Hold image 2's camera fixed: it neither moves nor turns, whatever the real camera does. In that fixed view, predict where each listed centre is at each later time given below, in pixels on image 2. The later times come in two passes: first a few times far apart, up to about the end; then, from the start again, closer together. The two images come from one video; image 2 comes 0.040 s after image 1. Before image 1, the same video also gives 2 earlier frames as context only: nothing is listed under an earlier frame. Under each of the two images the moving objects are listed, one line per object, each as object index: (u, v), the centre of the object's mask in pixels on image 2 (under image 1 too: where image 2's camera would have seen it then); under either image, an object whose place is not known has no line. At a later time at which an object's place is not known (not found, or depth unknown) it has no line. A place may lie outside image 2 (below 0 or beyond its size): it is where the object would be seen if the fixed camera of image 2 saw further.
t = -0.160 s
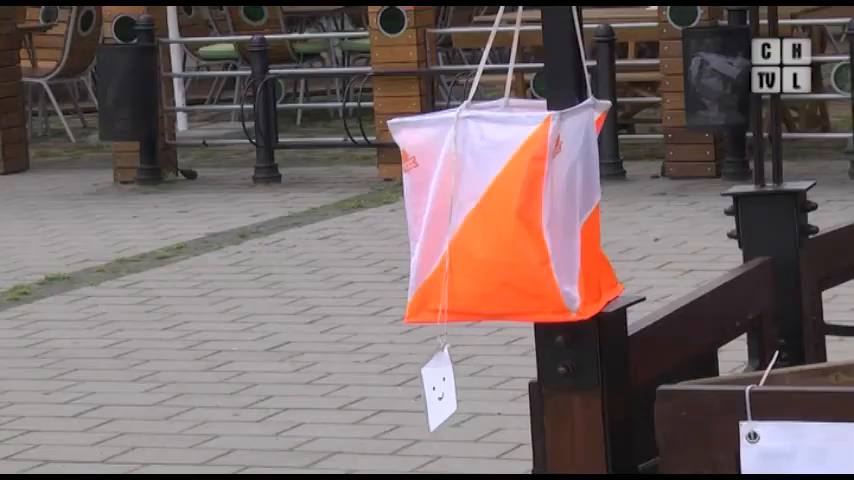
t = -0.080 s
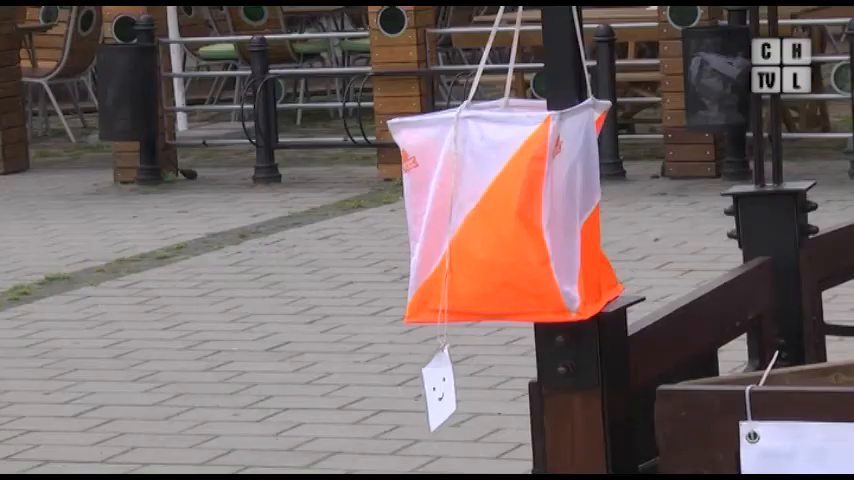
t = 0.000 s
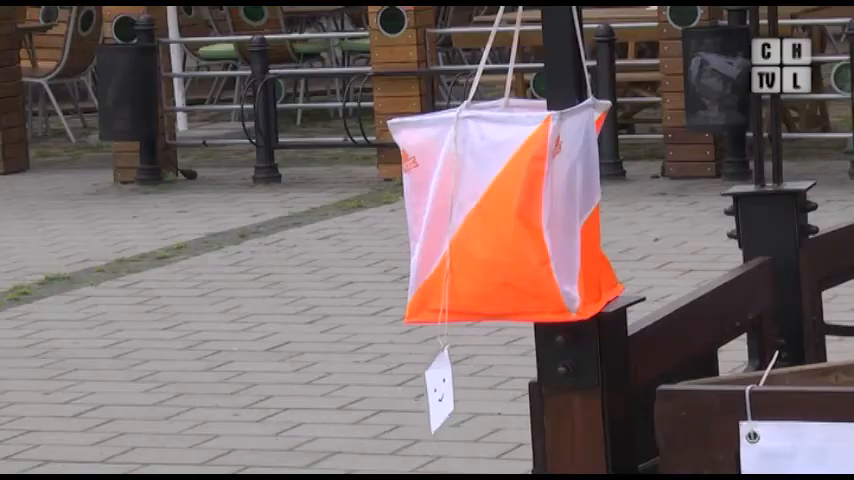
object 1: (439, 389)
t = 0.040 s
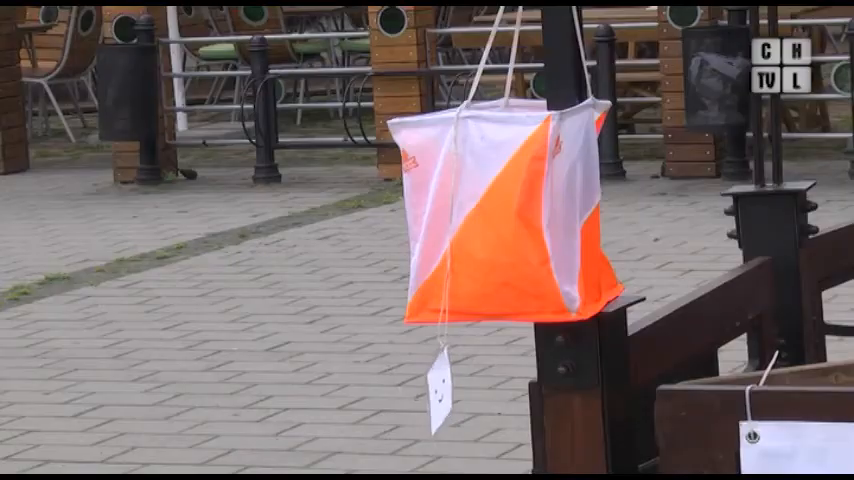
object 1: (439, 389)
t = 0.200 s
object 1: (439, 387)
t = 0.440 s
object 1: (433, 396)
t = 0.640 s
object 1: (438, 394)
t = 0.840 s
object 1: (444, 385)
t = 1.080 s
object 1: (451, 390)
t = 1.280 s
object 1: (458, 394)
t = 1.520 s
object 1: (457, 395)
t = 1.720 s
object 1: (451, 394)
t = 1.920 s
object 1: (449, 390)
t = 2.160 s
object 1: (455, 388)
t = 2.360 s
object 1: (459, 391)
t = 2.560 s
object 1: (458, 393)
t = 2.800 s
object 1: (453, 393)
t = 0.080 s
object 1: (439, 390)
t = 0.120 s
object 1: (439, 390)
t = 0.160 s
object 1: (439, 391)
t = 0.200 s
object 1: (439, 387)
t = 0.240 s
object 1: (435, 412)
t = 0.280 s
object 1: (436, 394)
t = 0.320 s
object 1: (435, 398)
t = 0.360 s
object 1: (434, 397)
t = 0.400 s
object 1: (433, 397)
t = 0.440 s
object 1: (433, 396)
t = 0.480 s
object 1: (433, 396)
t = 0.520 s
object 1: (433, 396)
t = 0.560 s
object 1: (434, 395)
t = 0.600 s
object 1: (436, 394)
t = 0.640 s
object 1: (438, 394)
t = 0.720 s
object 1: (441, 385)
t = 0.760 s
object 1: (441, 386)
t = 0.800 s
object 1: (443, 386)
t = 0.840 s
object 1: (444, 385)
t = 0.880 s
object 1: (444, 386)
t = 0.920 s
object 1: (446, 387)
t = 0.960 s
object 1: (447, 388)
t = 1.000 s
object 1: (448, 388)
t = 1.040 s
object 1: (450, 389)
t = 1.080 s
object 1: (451, 390)
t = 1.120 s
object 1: (453, 391)
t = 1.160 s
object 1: (454, 392)
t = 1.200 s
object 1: (456, 393)
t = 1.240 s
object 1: (457, 394)
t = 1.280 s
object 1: (458, 394)
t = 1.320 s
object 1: (458, 394)
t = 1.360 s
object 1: (459, 394)
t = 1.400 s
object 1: (459, 395)
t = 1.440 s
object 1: (459, 395)
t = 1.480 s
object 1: (458, 395)
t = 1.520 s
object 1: (457, 395)
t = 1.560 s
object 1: (456, 395)
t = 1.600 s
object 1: (455, 395)
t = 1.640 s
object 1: (453, 395)
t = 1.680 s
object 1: (452, 394)
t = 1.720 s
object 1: (451, 394)
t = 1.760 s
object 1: (450, 393)
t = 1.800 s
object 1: (449, 392)
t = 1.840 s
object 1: (449, 391)
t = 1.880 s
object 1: (449, 391)
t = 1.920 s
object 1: (449, 390)
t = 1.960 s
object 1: (449, 389)
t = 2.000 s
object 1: (450, 388)
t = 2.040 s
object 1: (451, 388)
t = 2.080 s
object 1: (453, 387)
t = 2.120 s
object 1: (454, 387)
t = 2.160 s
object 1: (455, 388)
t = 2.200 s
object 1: (456, 388)
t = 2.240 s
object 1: (458, 389)
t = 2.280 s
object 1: (458, 389)
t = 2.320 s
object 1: (459, 390)
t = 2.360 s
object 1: (459, 391)
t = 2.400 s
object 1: (460, 392)
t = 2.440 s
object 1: (460, 392)
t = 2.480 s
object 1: (459, 393)
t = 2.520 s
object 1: (459, 393)
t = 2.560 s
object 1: (458, 393)
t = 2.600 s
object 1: (458, 394)
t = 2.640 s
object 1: (457, 394)
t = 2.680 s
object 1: (456, 394)
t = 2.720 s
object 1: (455, 394)
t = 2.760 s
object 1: (454, 393)
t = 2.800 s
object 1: (453, 393)
